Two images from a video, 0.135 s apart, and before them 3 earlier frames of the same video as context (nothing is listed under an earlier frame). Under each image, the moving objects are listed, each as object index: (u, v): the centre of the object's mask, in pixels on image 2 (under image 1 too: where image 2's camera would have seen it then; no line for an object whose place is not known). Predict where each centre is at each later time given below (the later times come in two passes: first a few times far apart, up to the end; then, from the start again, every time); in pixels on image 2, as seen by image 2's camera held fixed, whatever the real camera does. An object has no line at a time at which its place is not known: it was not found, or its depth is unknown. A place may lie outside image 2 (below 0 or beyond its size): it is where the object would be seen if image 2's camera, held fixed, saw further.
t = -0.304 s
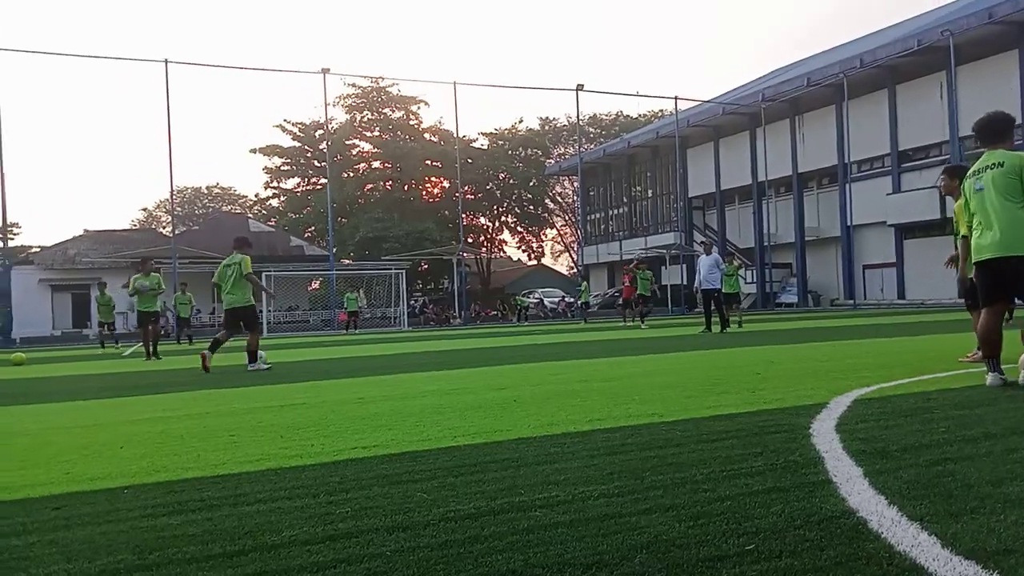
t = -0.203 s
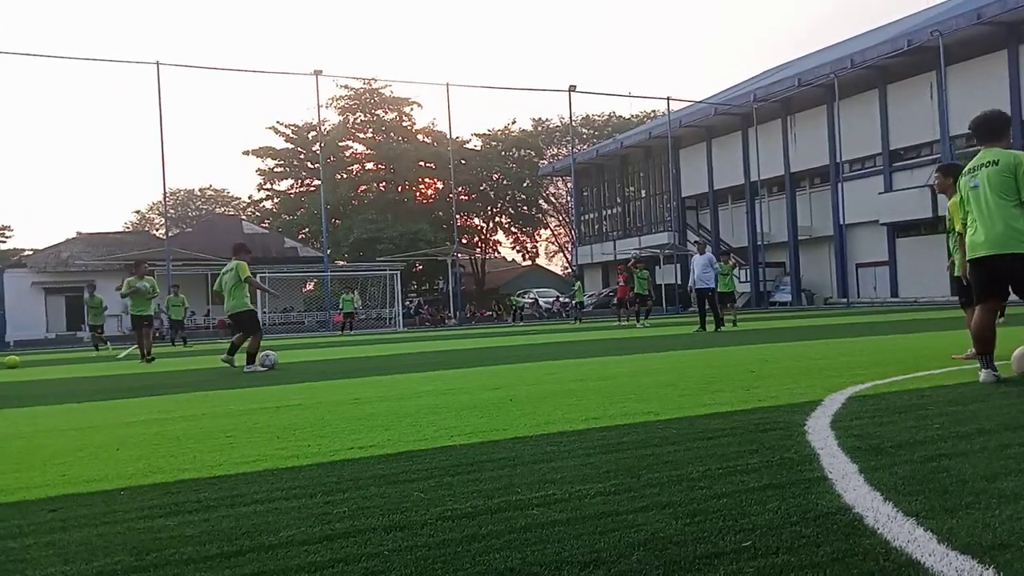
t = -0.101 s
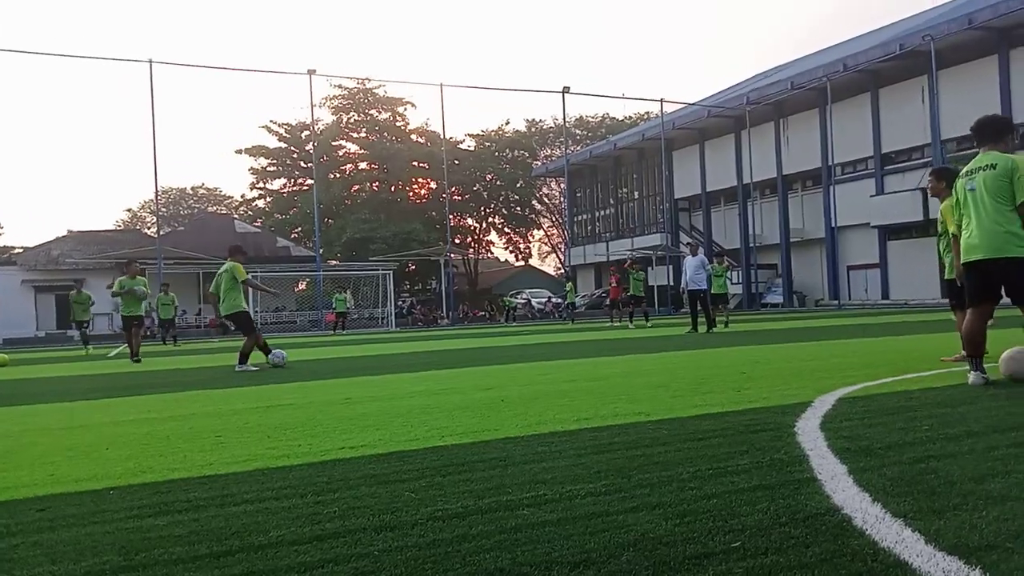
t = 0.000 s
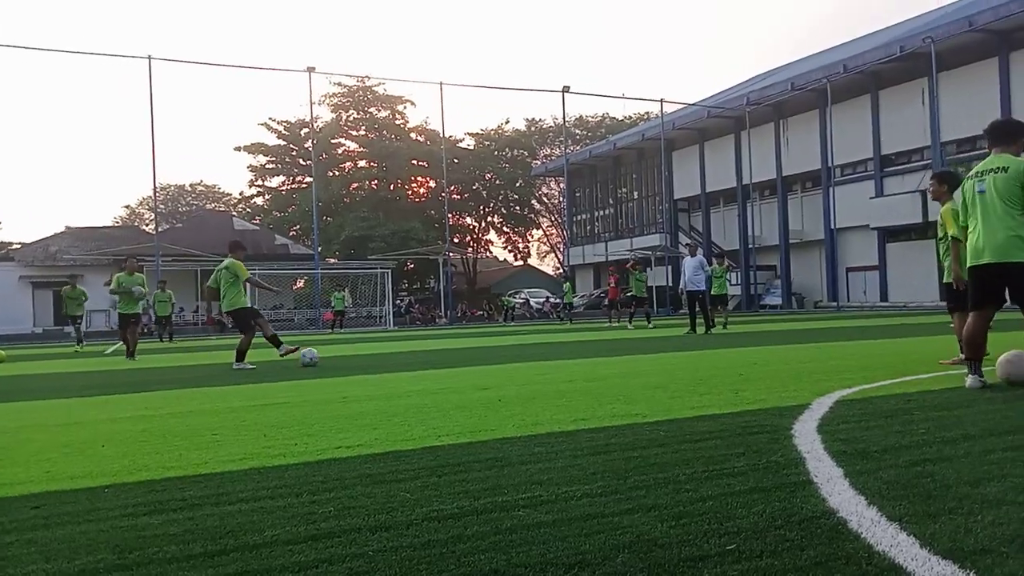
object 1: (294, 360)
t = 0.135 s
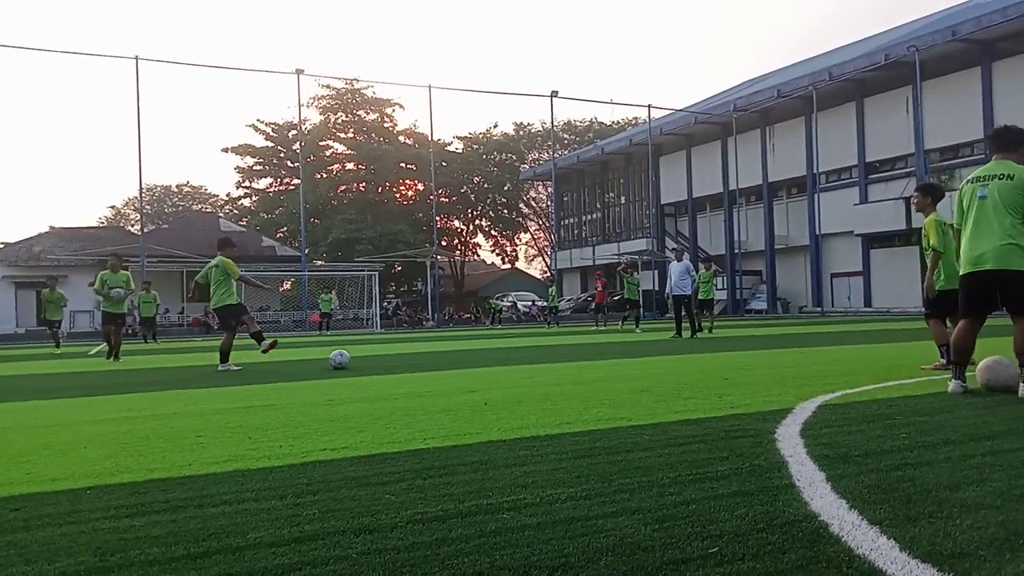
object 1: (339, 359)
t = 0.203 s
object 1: (361, 360)
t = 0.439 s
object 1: (437, 361)
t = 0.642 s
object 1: (501, 362)
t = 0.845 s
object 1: (571, 362)
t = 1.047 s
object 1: (645, 364)
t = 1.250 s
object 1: (726, 366)
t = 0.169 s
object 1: (350, 360)
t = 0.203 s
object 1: (361, 360)
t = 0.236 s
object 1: (372, 360)
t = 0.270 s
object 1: (384, 361)
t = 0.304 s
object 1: (394, 360)
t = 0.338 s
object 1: (405, 360)
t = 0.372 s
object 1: (415, 360)
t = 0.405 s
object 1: (426, 361)
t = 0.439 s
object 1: (437, 361)
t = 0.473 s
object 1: (447, 360)
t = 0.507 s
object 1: (458, 361)
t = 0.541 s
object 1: (468, 361)
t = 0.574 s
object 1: (479, 361)
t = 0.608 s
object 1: (490, 361)
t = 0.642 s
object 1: (501, 362)
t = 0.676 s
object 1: (512, 362)
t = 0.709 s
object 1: (524, 361)
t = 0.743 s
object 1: (535, 361)
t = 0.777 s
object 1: (547, 362)
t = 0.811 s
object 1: (559, 362)
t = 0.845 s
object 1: (571, 362)
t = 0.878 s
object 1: (583, 363)
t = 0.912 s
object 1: (595, 363)
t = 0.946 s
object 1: (607, 363)
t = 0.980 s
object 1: (619, 363)
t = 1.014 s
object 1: (632, 363)
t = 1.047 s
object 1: (645, 364)
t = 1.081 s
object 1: (658, 364)
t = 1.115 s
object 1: (671, 364)
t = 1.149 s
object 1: (684, 364)
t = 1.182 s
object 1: (698, 365)
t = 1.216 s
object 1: (711, 365)
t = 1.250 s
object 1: (726, 366)
